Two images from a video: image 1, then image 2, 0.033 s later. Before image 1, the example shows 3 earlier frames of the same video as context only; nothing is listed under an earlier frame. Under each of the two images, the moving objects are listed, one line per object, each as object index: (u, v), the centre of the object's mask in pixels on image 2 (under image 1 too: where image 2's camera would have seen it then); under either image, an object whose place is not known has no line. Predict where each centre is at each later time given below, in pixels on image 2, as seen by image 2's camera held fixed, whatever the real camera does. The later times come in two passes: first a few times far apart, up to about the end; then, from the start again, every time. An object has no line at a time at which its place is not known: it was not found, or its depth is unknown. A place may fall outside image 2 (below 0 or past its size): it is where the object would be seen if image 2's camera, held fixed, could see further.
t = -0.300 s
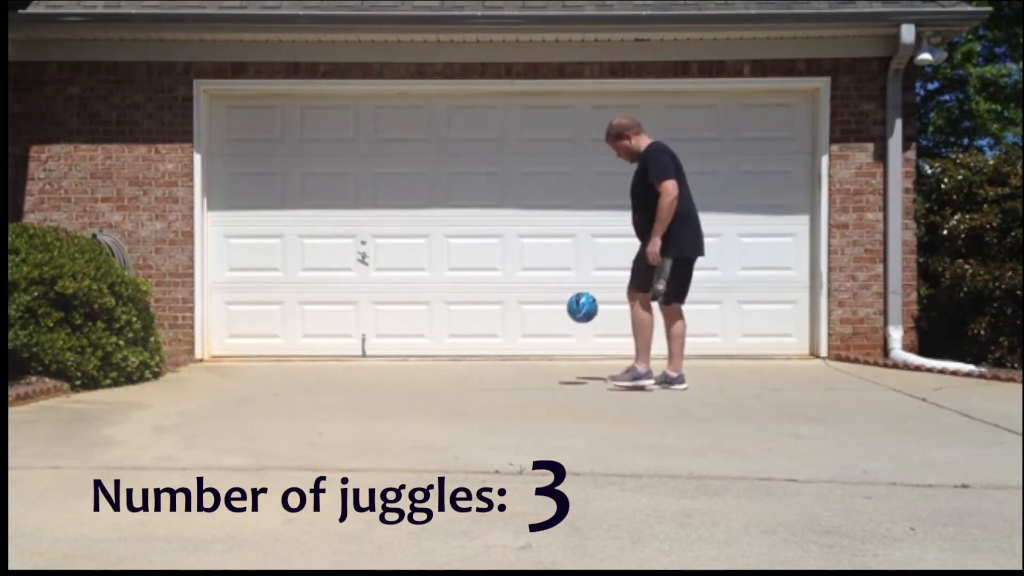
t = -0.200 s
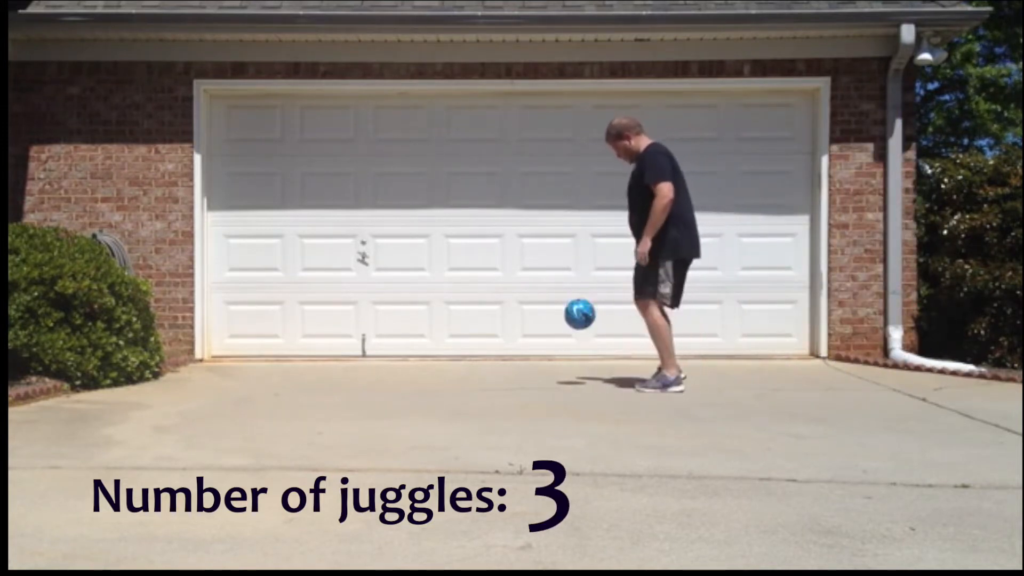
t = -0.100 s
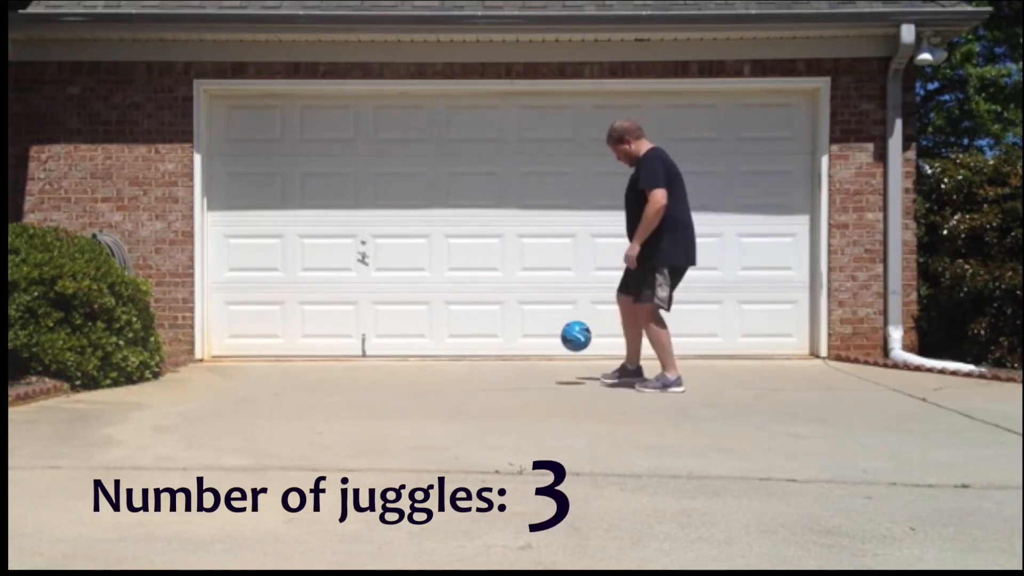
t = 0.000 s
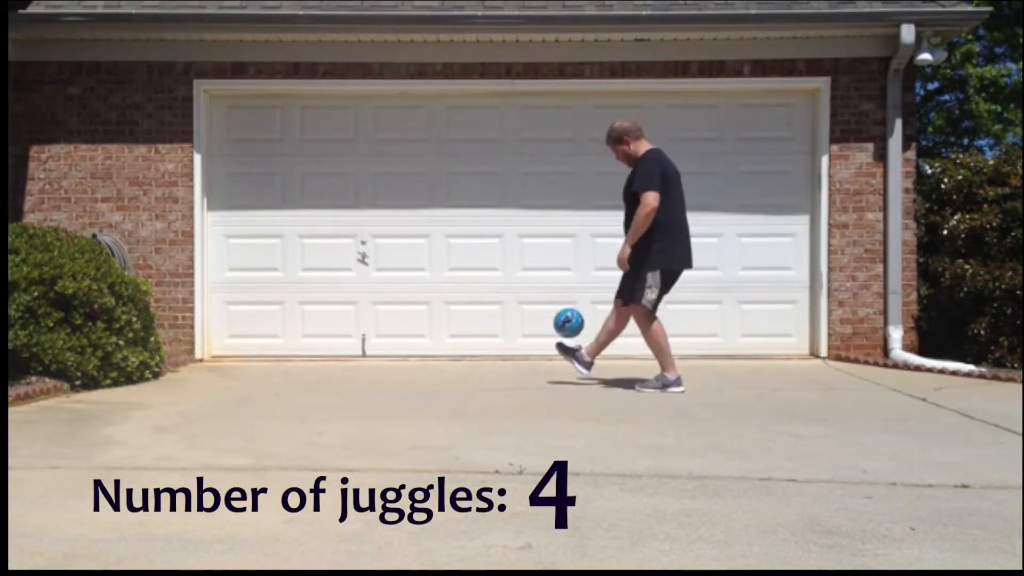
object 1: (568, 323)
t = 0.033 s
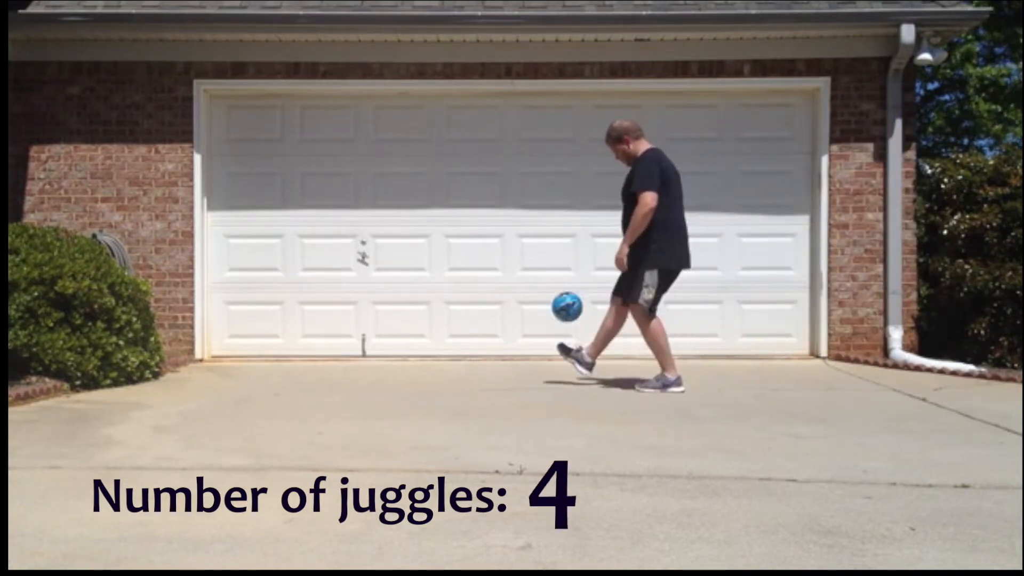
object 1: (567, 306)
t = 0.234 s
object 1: (556, 243)
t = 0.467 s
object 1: (545, 248)
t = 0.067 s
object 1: (565, 292)
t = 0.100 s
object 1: (564, 279)
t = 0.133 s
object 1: (562, 268)
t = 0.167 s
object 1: (560, 258)
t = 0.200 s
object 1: (558, 250)
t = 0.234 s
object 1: (556, 243)
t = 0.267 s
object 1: (555, 238)
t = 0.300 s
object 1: (553, 235)
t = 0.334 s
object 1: (552, 234)
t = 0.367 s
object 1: (550, 235)
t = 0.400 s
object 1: (549, 237)
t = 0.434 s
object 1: (547, 242)
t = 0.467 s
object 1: (545, 248)
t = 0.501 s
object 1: (543, 257)
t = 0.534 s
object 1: (541, 267)
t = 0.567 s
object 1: (539, 279)
